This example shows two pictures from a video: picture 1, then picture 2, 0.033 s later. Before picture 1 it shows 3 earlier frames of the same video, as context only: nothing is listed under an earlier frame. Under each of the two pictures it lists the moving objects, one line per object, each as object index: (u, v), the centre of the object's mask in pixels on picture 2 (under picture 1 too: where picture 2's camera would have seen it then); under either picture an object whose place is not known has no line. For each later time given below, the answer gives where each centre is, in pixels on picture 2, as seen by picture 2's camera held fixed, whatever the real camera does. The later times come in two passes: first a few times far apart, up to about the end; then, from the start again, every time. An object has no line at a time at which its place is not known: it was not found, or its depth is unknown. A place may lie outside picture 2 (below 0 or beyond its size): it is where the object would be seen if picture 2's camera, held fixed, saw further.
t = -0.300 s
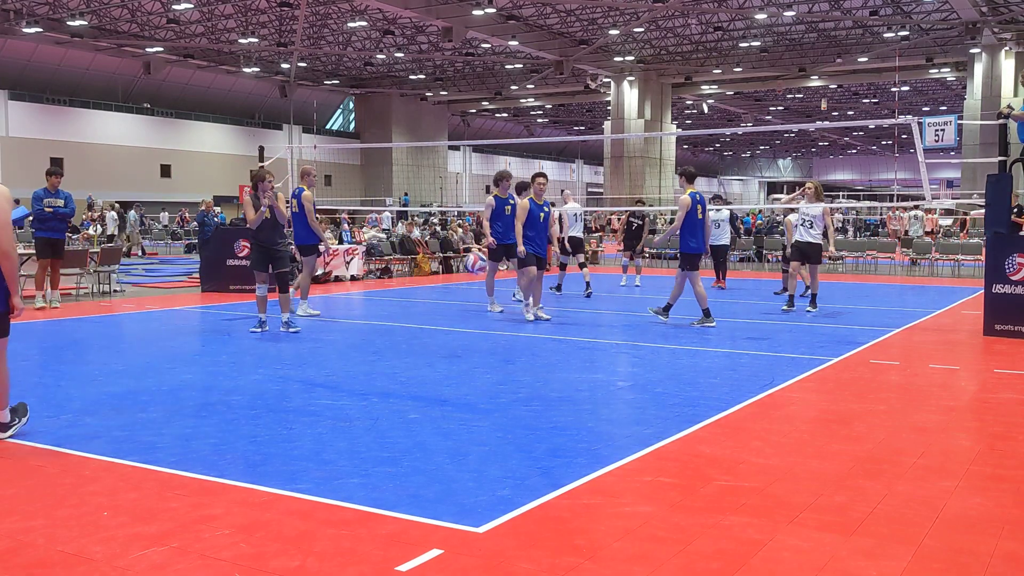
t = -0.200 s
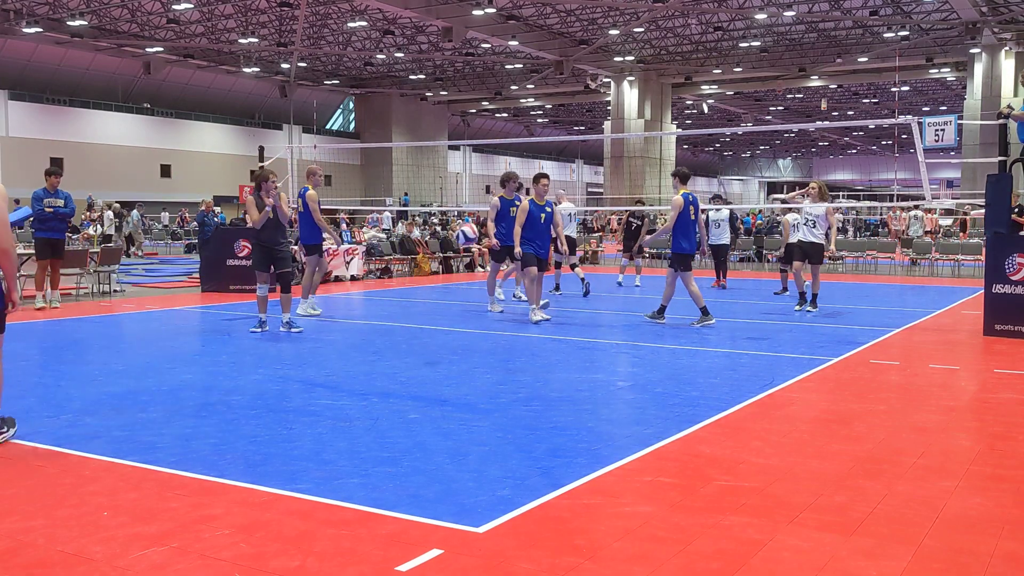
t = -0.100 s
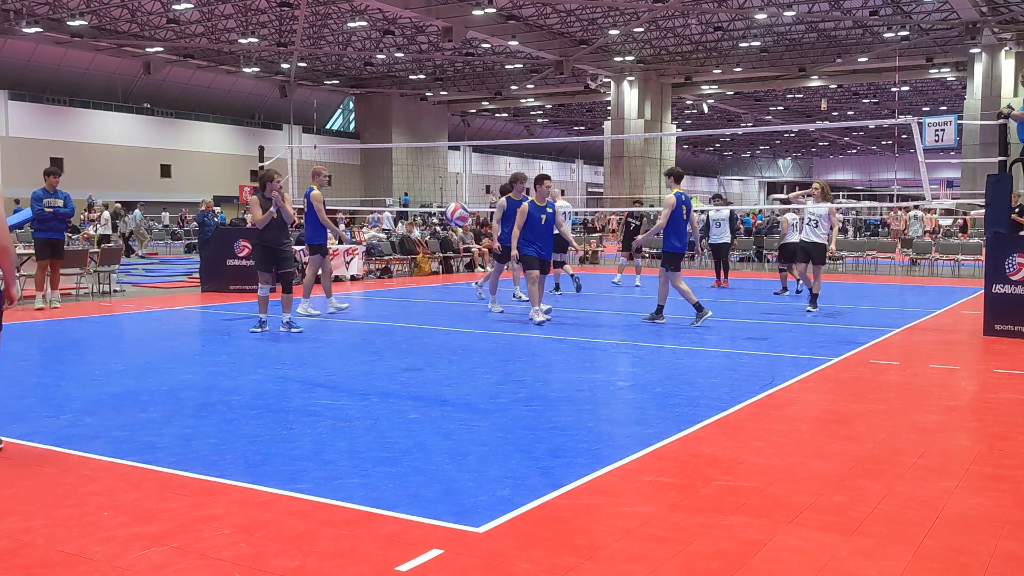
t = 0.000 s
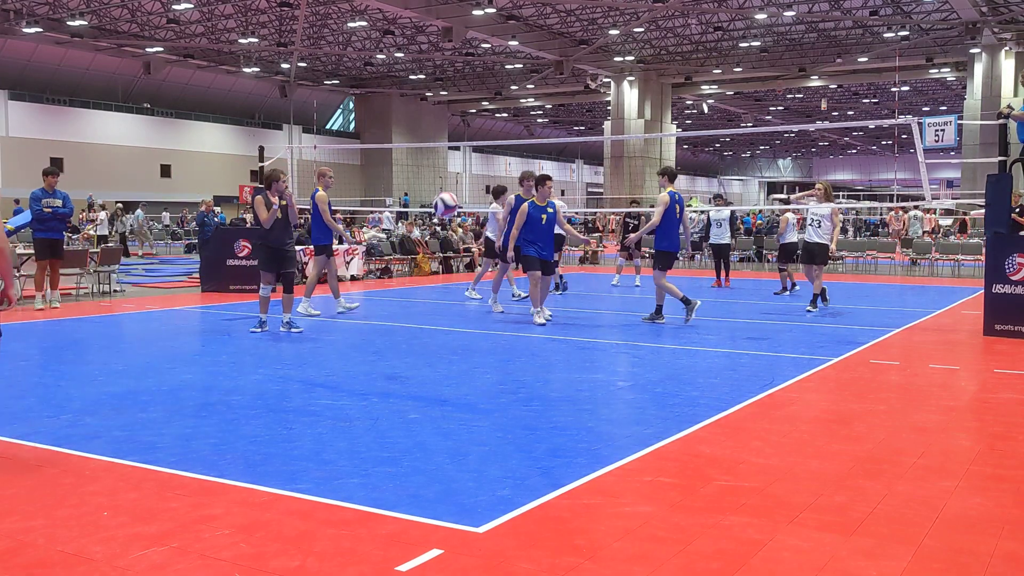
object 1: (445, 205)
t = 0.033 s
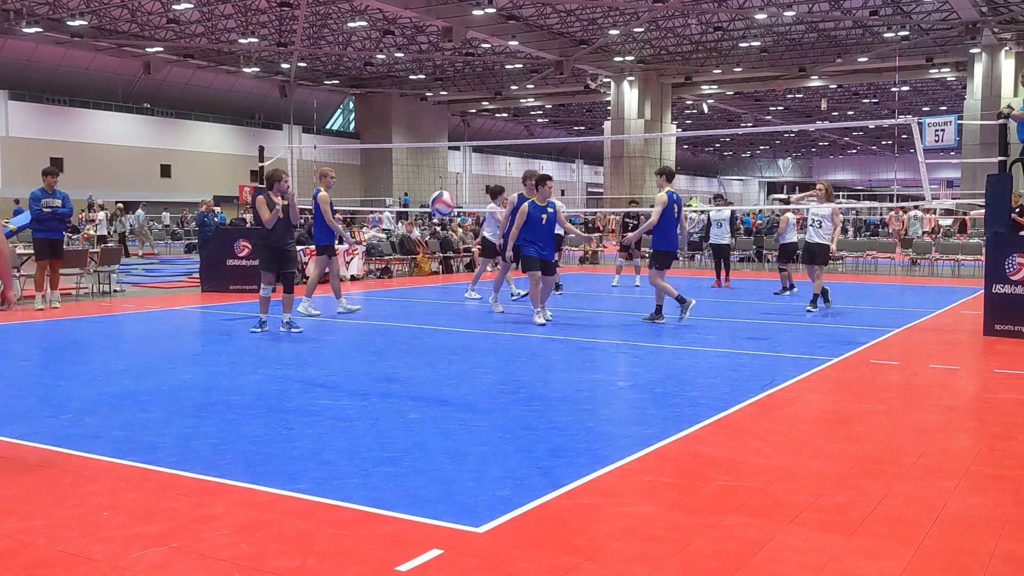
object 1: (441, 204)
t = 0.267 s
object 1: (412, 241)
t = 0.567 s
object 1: (367, 388)
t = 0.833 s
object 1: (318, 298)
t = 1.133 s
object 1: (242, 333)
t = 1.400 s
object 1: (150, 478)
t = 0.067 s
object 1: (438, 204)
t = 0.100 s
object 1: (434, 206)
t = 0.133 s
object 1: (430, 211)
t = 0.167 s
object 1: (426, 215)
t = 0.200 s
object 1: (421, 222)
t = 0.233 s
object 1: (417, 230)
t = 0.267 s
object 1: (412, 241)
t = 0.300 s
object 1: (409, 251)
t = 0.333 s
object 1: (403, 264)
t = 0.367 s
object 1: (398, 280)
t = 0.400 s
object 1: (393, 297)
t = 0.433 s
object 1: (389, 316)
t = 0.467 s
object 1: (383, 338)
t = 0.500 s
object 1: (378, 361)
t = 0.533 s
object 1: (373, 388)
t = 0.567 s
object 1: (367, 388)
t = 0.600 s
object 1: (362, 372)
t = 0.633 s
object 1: (356, 359)
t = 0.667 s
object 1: (350, 344)
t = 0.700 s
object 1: (344, 333)
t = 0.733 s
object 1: (339, 322)
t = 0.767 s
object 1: (332, 313)
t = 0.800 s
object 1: (324, 304)
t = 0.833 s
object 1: (318, 298)
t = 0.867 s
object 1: (311, 294)
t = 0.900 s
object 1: (303, 290)
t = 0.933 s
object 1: (293, 290)
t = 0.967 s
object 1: (287, 291)
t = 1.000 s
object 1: (279, 295)
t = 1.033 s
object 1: (270, 300)
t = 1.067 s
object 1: (261, 308)
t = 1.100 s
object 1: (251, 319)
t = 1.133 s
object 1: (242, 333)
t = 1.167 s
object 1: (232, 349)
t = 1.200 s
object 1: (222, 369)
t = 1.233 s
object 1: (211, 392)
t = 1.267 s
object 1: (199, 419)
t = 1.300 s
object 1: (189, 447)
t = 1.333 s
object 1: (177, 480)
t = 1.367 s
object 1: (163, 496)
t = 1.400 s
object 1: (150, 478)
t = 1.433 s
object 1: (137, 463)
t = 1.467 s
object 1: (121, 449)
